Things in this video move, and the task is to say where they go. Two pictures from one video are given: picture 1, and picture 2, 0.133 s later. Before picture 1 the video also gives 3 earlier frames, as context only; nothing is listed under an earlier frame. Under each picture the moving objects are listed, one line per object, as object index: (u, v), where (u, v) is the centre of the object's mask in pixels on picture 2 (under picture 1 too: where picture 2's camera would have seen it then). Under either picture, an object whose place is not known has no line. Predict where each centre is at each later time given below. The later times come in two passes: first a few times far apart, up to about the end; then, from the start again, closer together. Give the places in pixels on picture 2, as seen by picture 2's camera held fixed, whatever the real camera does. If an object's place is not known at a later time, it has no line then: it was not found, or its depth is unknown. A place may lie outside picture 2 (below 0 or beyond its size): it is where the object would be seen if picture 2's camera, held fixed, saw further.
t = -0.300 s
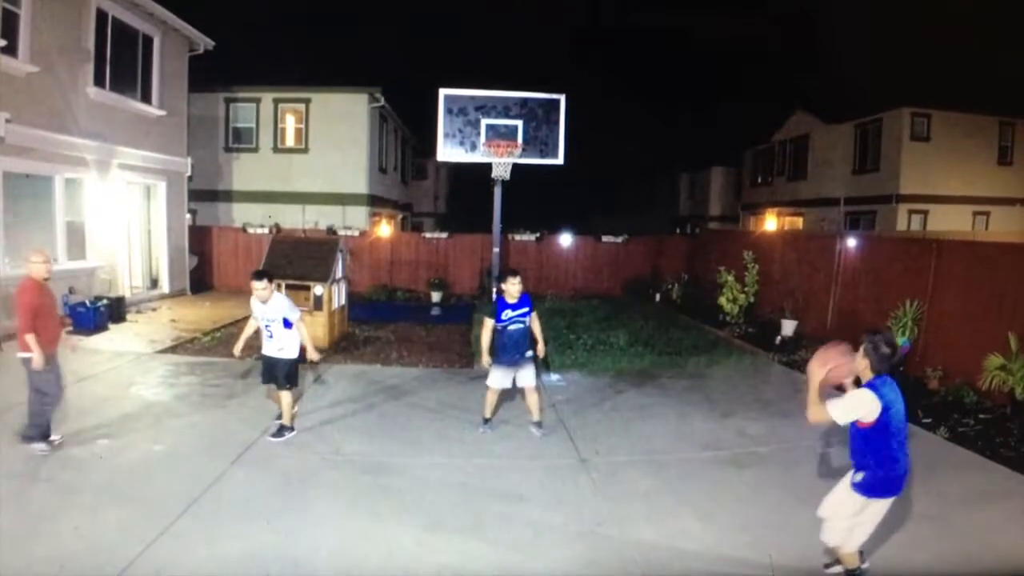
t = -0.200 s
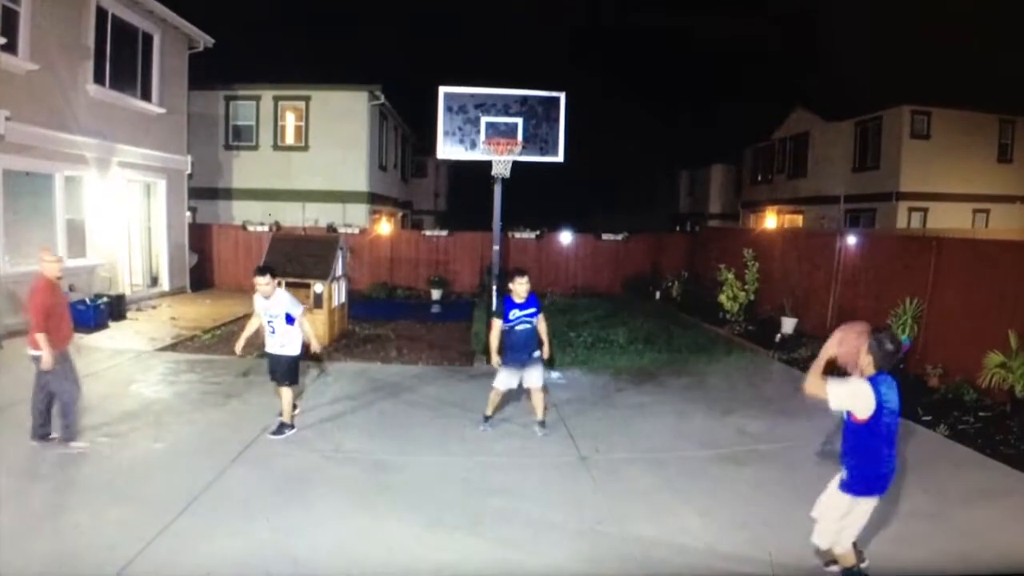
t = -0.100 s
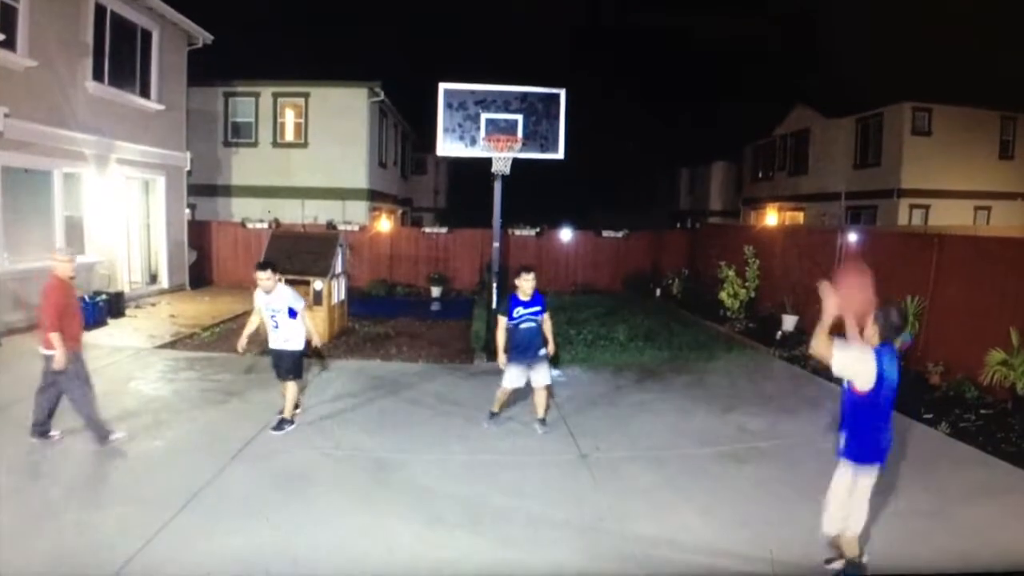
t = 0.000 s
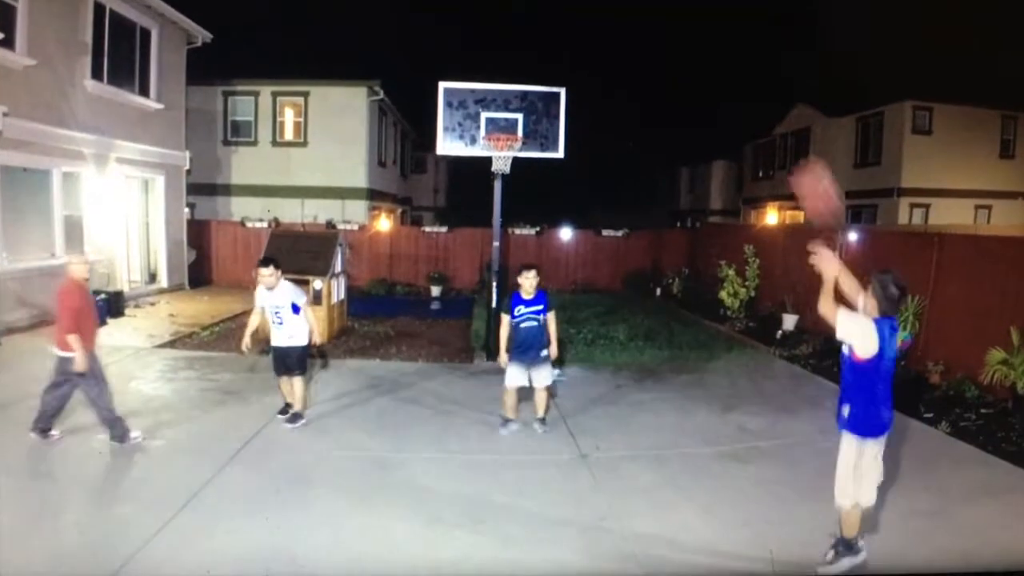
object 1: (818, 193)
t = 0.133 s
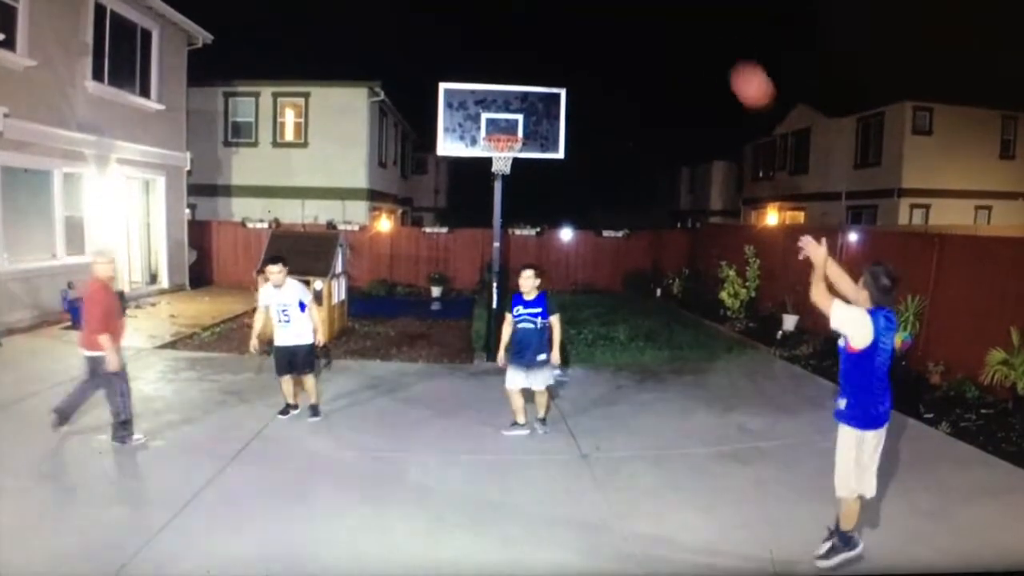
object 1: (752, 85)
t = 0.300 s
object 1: (683, 16)
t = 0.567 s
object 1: (601, 4)
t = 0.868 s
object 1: (533, 68)
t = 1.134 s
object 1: (505, 127)
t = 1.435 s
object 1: (526, 227)
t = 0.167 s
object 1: (737, 66)
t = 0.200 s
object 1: (723, 50)
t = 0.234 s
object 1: (709, 37)
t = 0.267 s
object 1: (695, 25)
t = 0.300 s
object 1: (683, 16)
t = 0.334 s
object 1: (672, 11)
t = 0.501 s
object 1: (618, 3)
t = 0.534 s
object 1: (610, 3)
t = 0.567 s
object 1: (601, 4)
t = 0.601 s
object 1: (589, 5)
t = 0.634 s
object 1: (586, 9)
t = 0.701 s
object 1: (570, 21)
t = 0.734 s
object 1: (564, 28)
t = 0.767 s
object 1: (557, 37)
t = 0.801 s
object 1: (551, 46)
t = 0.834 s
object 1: (544, 57)
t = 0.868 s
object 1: (533, 68)
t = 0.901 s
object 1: (527, 78)
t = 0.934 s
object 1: (521, 90)
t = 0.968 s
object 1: (515, 102)
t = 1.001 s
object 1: (510, 115)
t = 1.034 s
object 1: (504, 127)
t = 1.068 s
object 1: (502, 128)
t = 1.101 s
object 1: (505, 128)
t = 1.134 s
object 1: (505, 127)
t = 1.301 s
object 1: (518, 190)
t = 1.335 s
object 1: (520, 199)
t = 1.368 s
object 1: (523, 213)
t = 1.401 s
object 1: (524, 220)
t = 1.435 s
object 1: (526, 227)
